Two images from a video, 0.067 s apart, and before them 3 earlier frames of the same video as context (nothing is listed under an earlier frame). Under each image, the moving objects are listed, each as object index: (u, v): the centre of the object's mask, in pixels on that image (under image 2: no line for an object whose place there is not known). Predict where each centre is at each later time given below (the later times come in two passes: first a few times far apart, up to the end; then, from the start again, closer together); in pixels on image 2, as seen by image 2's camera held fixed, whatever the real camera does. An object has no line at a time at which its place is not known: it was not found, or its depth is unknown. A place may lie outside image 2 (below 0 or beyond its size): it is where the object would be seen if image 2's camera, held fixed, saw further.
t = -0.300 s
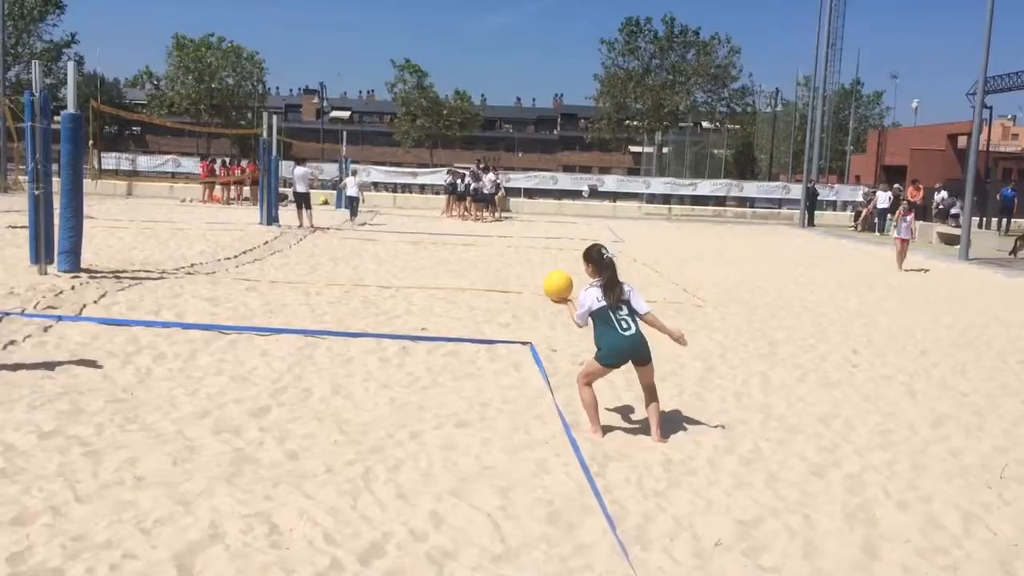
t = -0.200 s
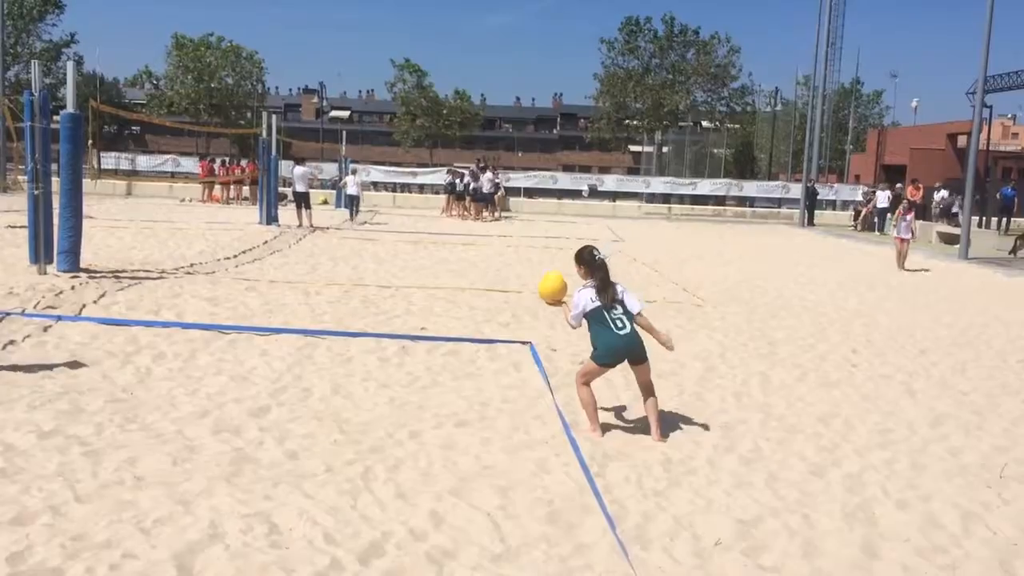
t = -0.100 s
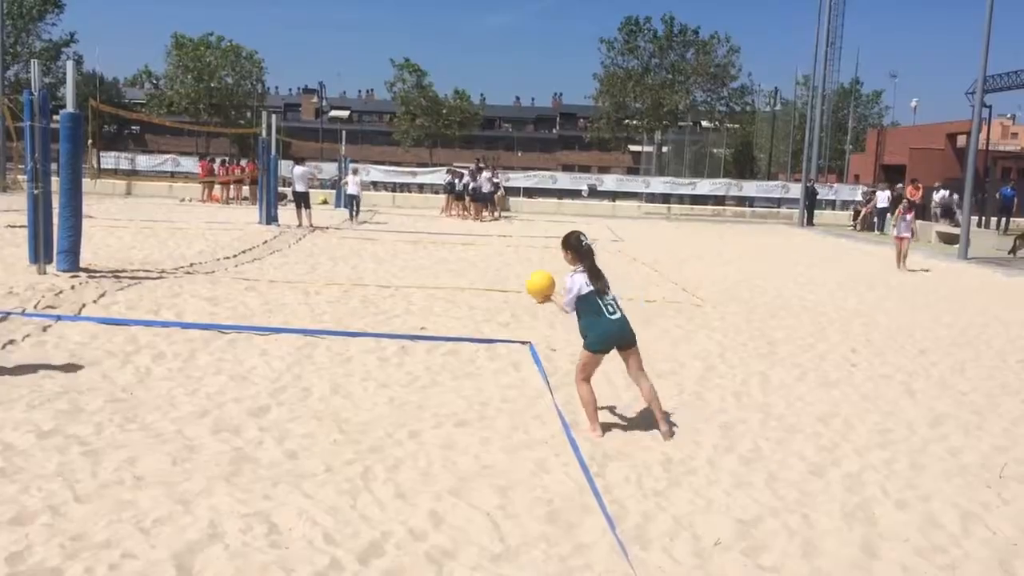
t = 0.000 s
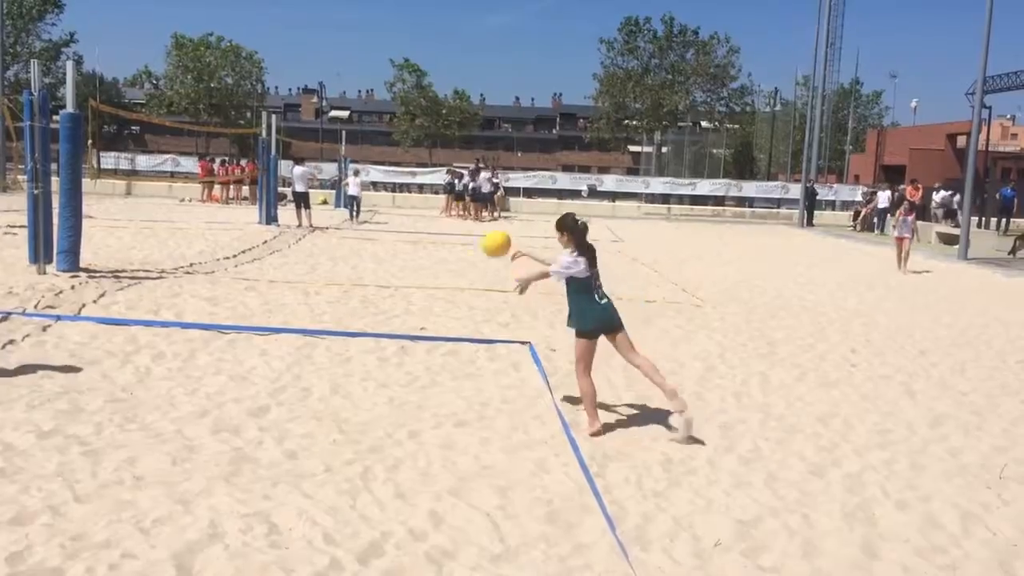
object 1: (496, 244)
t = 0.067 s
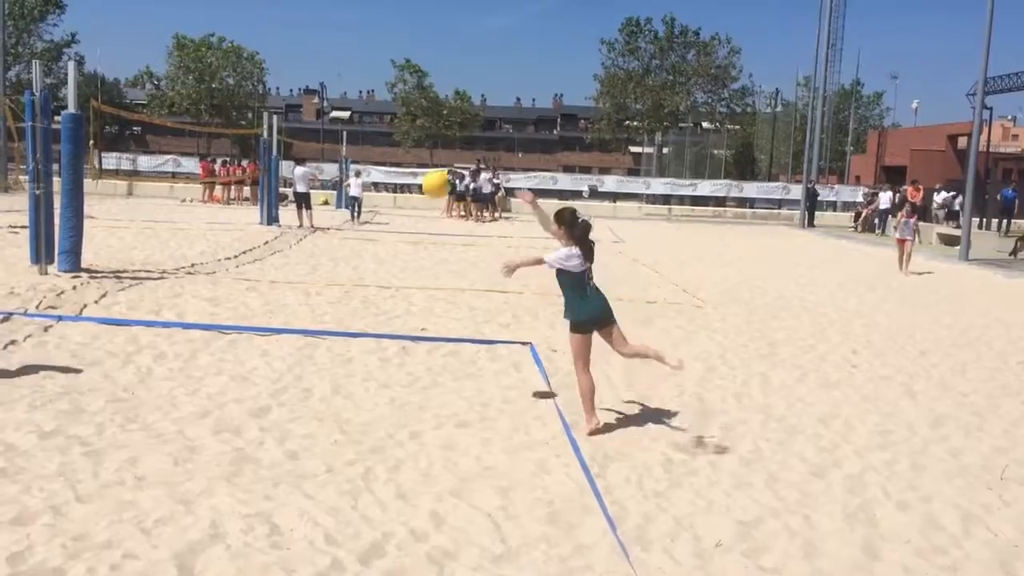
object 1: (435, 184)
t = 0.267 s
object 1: (253, 33)
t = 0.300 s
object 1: (222, 13)
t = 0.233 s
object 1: (284, 56)
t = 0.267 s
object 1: (253, 33)
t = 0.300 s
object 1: (222, 13)
